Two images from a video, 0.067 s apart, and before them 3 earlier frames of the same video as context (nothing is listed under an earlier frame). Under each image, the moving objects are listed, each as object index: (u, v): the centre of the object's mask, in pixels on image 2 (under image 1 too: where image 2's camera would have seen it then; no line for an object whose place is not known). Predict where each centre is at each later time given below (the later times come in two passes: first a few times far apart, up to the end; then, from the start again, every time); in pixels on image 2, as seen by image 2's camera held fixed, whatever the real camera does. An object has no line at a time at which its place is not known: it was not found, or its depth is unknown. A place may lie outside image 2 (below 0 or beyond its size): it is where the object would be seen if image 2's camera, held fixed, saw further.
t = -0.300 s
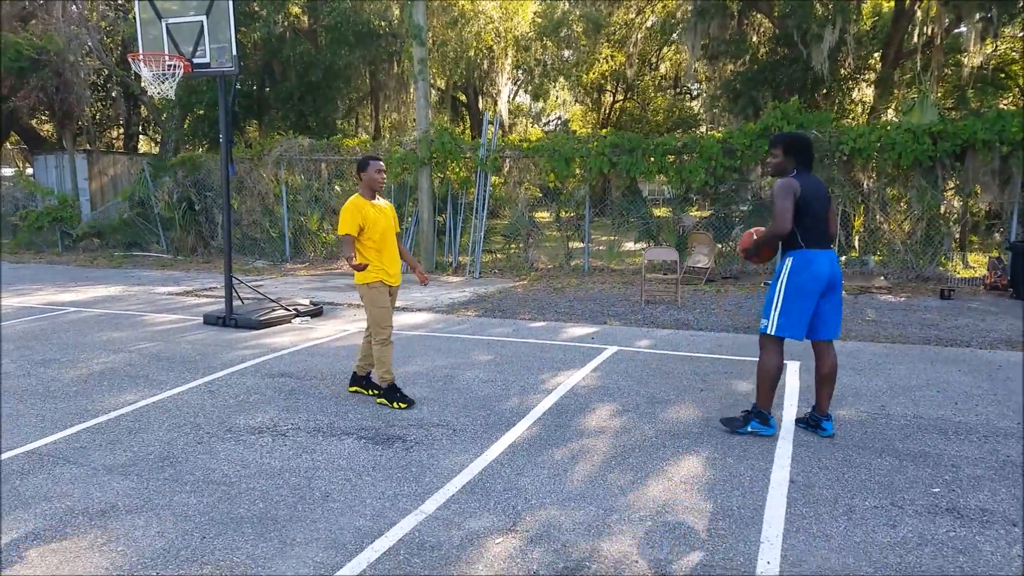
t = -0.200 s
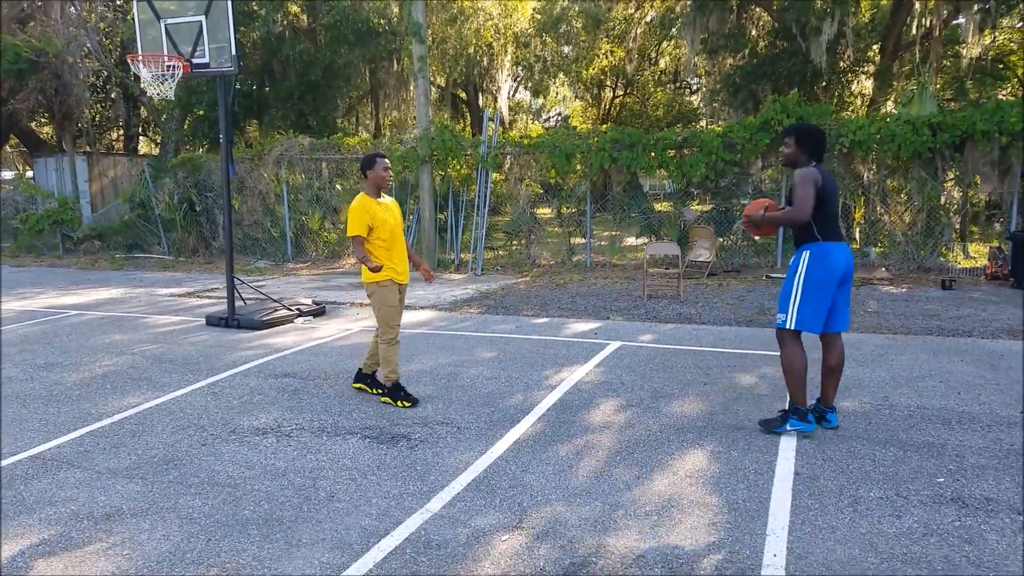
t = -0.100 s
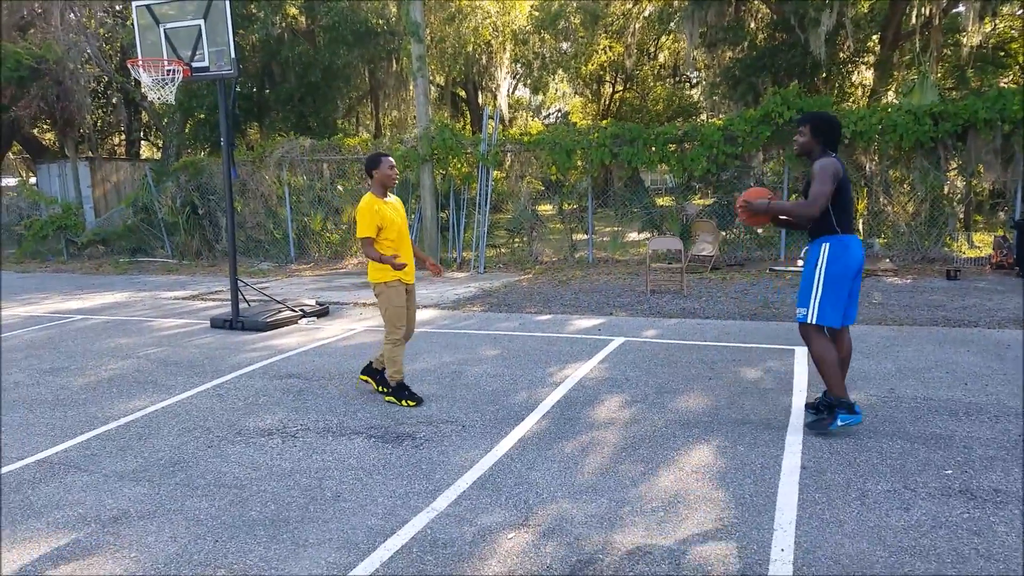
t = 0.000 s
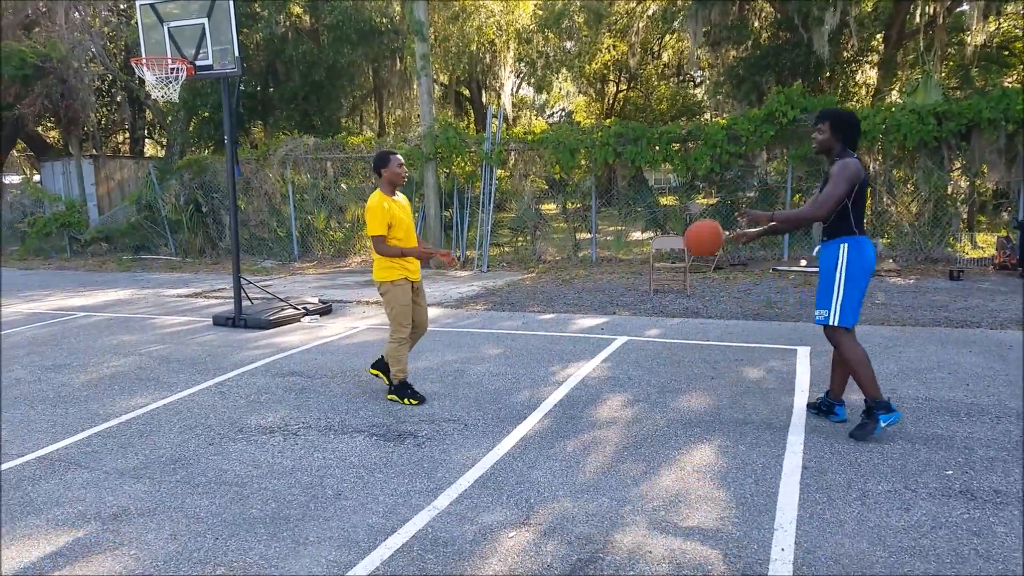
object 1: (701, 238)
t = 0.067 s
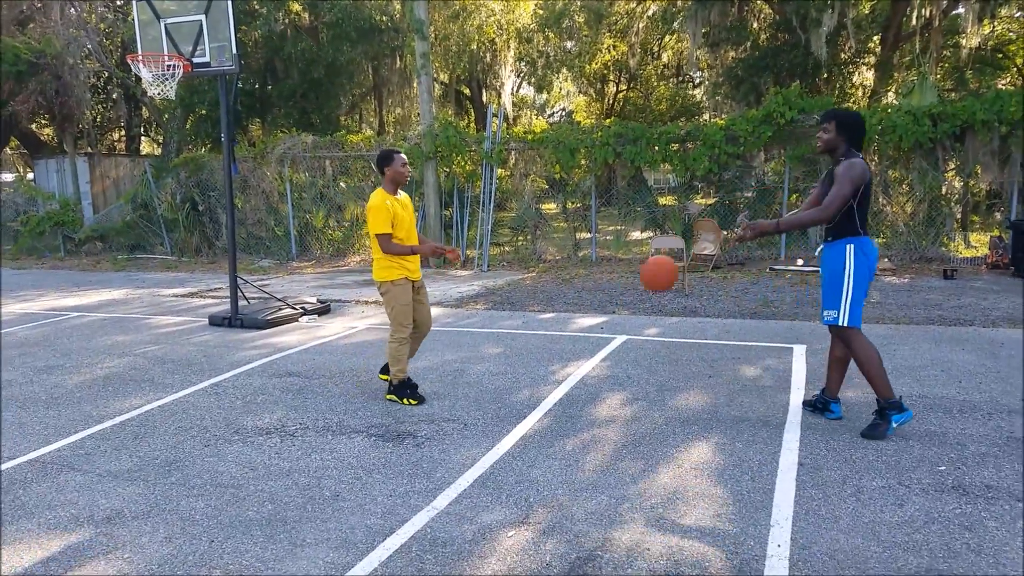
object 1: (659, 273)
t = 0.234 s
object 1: (562, 386)
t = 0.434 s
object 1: (504, 313)
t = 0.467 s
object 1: (494, 304)
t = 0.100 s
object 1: (640, 293)
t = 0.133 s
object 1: (620, 314)
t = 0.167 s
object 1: (600, 336)
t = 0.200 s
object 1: (581, 360)
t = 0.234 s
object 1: (562, 386)
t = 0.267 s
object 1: (551, 382)
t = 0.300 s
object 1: (542, 365)
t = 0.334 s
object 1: (533, 351)
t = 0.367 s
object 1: (523, 337)
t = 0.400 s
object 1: (514, 325)
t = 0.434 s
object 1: (504, 313)
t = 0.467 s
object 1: (494, 304)
